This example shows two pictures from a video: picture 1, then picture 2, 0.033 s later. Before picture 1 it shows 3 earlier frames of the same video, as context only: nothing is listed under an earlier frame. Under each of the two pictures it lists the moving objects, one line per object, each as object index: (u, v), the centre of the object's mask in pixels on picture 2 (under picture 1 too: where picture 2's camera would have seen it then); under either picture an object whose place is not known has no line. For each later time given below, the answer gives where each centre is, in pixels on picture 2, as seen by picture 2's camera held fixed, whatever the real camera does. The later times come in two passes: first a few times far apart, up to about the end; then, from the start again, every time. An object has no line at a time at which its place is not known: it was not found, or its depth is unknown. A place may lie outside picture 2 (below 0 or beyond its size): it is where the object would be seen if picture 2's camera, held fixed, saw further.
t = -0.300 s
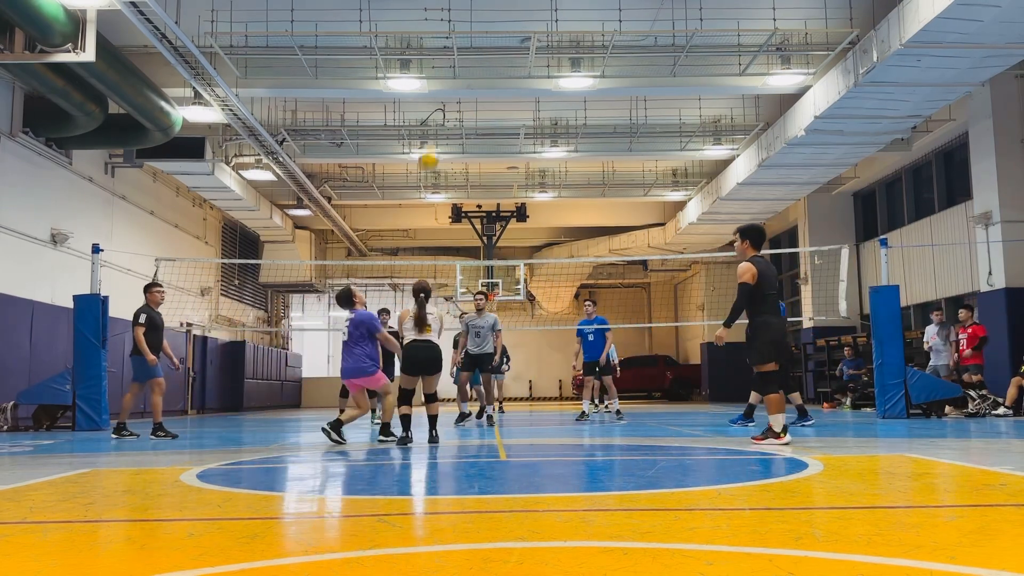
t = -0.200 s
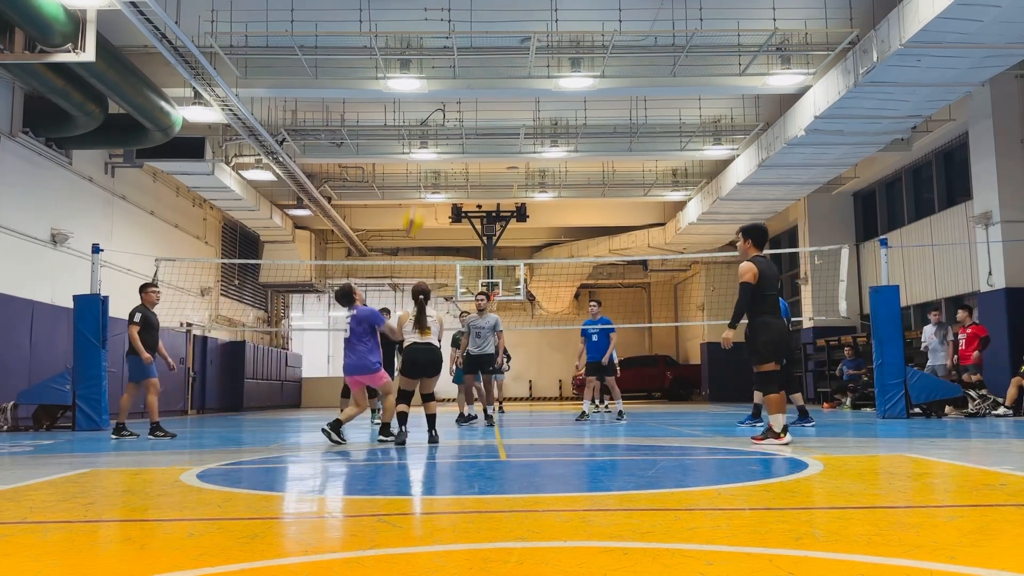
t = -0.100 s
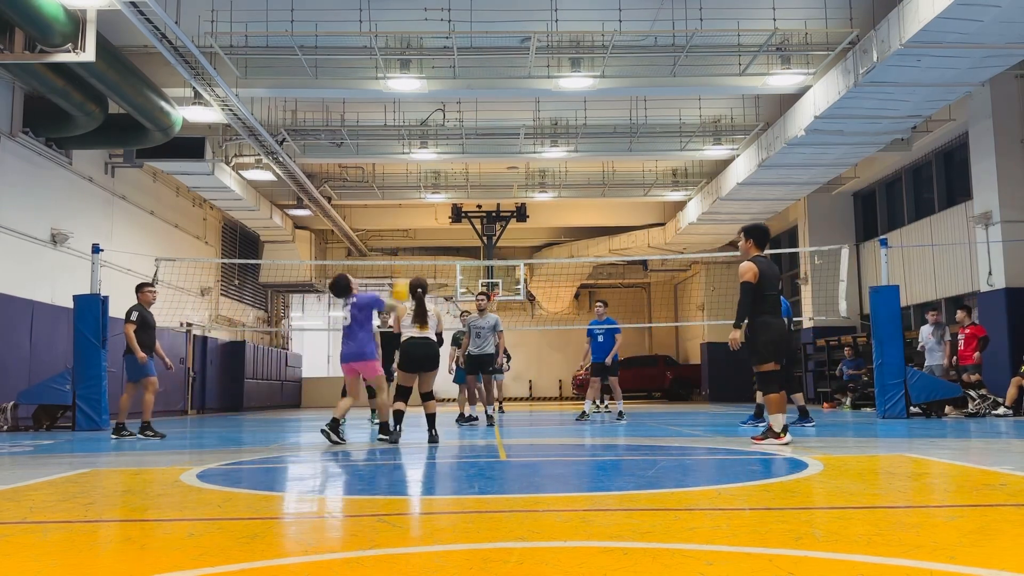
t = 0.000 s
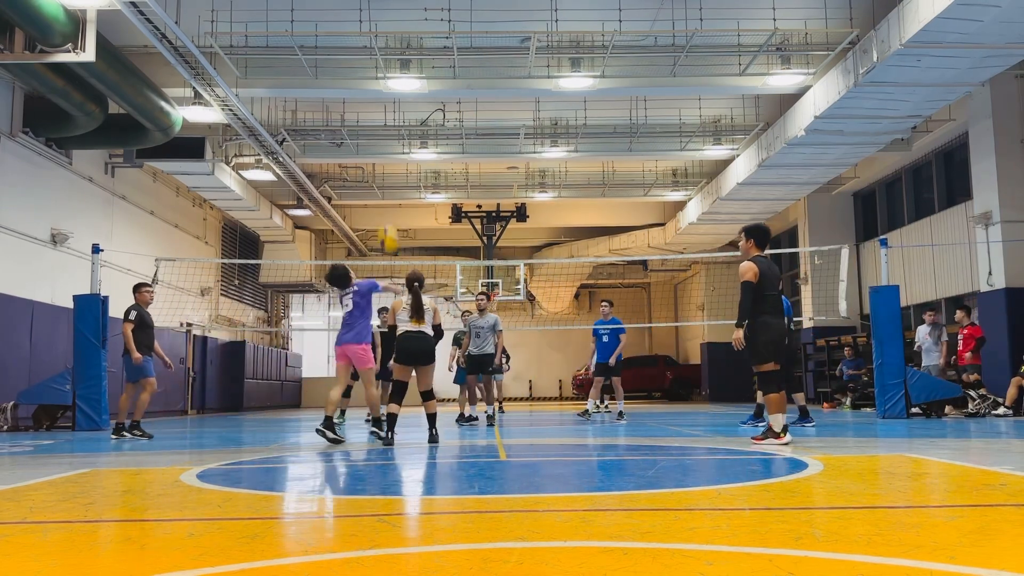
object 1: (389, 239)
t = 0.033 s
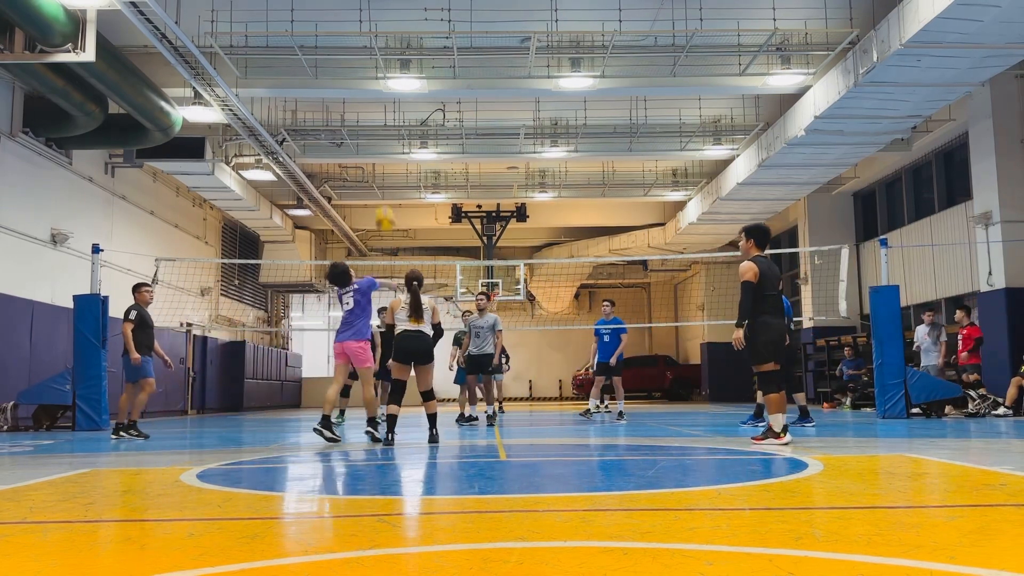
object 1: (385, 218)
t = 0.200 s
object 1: (367, 144)
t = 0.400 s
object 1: (347, 96)
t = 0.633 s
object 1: (327, 87)
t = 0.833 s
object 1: (310, 113)
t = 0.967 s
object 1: (300, 147)
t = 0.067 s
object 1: (381, 201)
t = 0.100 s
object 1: (377, 185)
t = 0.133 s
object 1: (374, 170)
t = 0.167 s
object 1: (370, 157)
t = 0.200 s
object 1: (367, 144)
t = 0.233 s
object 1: (364, 134)
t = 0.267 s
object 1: (360, 124)
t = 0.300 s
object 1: (357, 115)
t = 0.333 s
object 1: (354, 108)
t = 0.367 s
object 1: (351, 102)
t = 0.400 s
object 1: (347, 96)
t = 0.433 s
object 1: (344, 92)
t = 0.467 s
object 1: (341, 89)
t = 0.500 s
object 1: (338, 86)
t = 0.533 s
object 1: (335, 85)
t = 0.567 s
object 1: (332, 85)
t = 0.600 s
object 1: (329, 86)
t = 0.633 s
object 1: (327, 87)
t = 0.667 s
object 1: (324, 89)
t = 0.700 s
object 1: (321, 93)
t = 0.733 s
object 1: (318, 96)
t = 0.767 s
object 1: (316, 101)
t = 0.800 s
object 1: (313, 107)
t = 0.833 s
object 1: (310, 113)
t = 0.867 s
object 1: (308, 121)
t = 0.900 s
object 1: (306, 129)
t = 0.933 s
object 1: (303, 138)
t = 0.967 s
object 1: (300, 147)
